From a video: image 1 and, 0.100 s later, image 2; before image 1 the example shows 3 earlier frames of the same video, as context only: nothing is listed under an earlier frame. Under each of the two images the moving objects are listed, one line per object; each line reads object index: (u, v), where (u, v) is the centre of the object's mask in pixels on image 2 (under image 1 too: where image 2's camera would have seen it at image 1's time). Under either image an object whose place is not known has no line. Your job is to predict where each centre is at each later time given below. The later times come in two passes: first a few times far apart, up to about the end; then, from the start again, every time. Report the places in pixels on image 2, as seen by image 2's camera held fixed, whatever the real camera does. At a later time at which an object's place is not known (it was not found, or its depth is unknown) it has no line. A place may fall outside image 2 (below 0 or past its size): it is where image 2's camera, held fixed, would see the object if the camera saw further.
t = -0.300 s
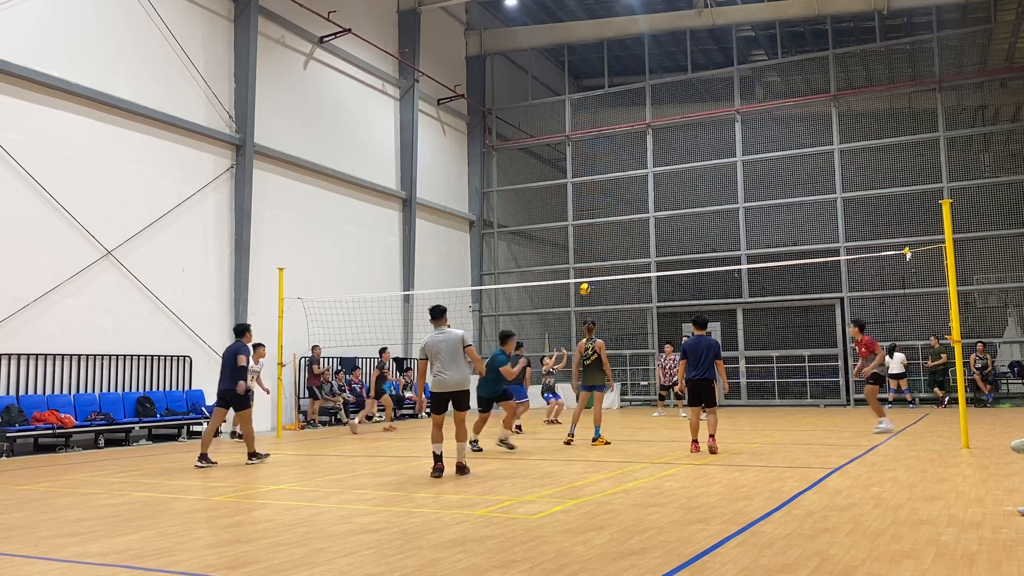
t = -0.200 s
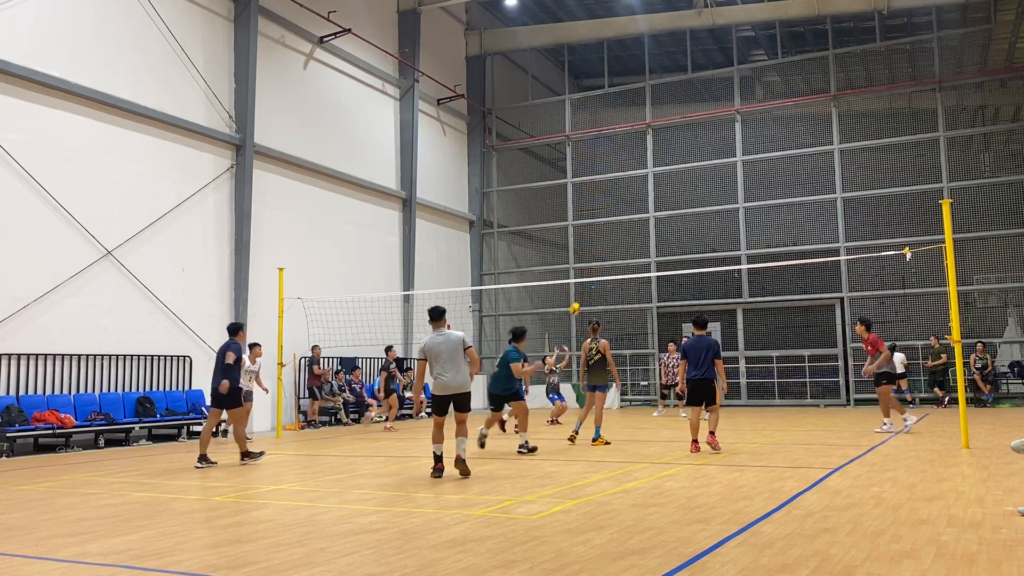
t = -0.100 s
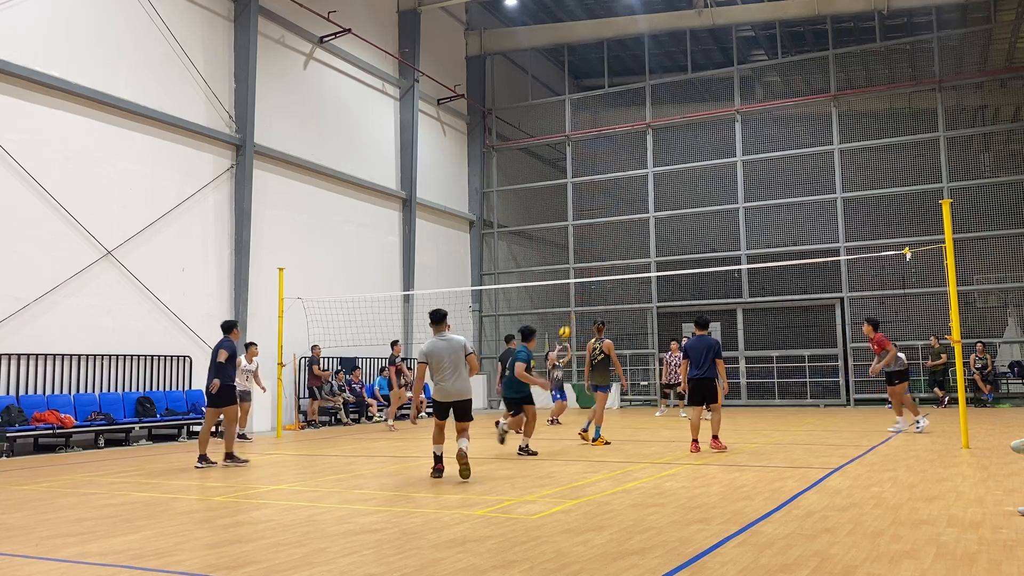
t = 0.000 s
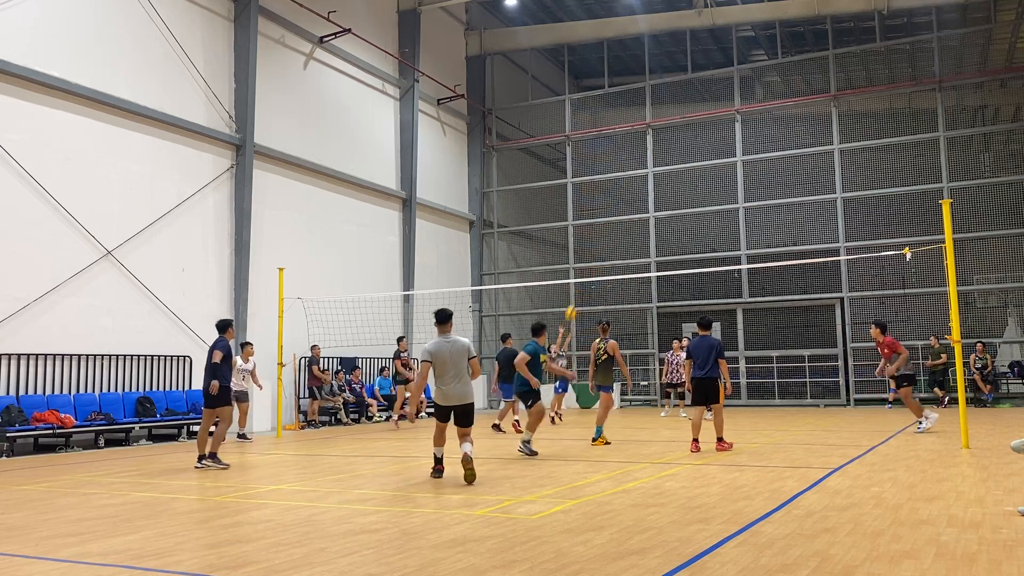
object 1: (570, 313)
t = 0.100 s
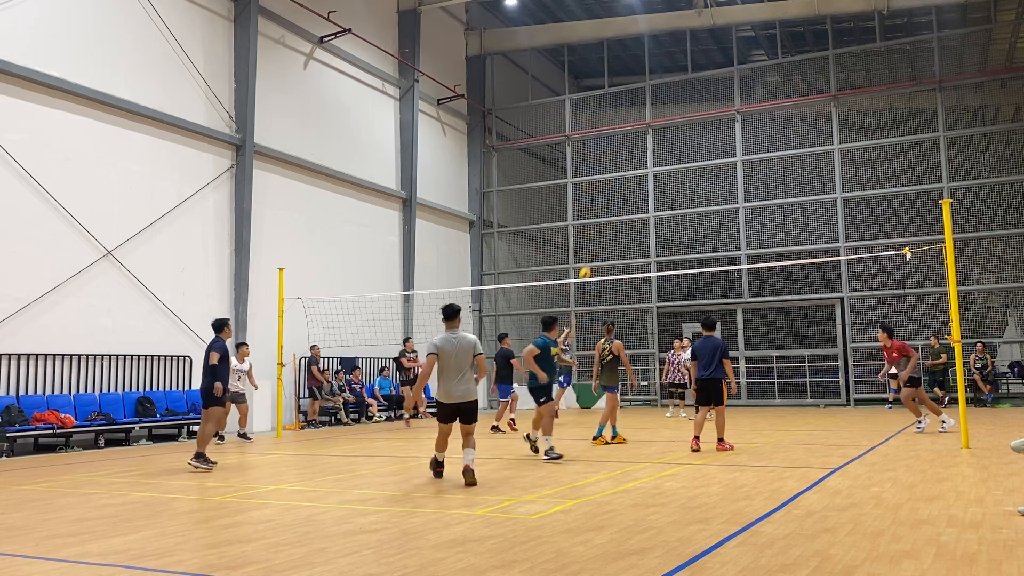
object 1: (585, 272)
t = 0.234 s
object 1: (605, 228)
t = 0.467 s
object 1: (645, 171)
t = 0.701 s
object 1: (688, 140)
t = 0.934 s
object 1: (734, 139)
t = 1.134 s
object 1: (778, 165)
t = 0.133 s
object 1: (590, 261)
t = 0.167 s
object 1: (595, 250)
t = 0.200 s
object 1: (600, 239)
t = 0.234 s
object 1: (605, 228)
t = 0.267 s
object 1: (611, 218)
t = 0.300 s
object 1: (616, 210)
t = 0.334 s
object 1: (622, 200)
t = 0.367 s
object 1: (628, 192)
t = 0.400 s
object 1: (633, 185)
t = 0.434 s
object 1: (639, 177)
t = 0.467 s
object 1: (645, 171)
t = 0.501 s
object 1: (651, 164)
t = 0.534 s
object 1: (657, 160)
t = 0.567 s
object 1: (663, 155)
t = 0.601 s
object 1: (669, 150)
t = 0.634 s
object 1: (675, 147)
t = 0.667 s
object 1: (681, 143)
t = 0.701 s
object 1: (688, 140)
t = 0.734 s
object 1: (694, 139)
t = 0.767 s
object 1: (701, 137)
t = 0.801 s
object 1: (707, 136)
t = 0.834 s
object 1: (714, 136)
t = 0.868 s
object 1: (721, 136)
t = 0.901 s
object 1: (728, 138)
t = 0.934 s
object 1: (734, 139)
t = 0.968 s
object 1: (742, 142)
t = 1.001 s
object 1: (749, 145)
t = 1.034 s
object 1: (756, 149)
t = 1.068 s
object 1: (763, 154)
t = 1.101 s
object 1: (771, 159)
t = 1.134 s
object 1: (778, 165)
